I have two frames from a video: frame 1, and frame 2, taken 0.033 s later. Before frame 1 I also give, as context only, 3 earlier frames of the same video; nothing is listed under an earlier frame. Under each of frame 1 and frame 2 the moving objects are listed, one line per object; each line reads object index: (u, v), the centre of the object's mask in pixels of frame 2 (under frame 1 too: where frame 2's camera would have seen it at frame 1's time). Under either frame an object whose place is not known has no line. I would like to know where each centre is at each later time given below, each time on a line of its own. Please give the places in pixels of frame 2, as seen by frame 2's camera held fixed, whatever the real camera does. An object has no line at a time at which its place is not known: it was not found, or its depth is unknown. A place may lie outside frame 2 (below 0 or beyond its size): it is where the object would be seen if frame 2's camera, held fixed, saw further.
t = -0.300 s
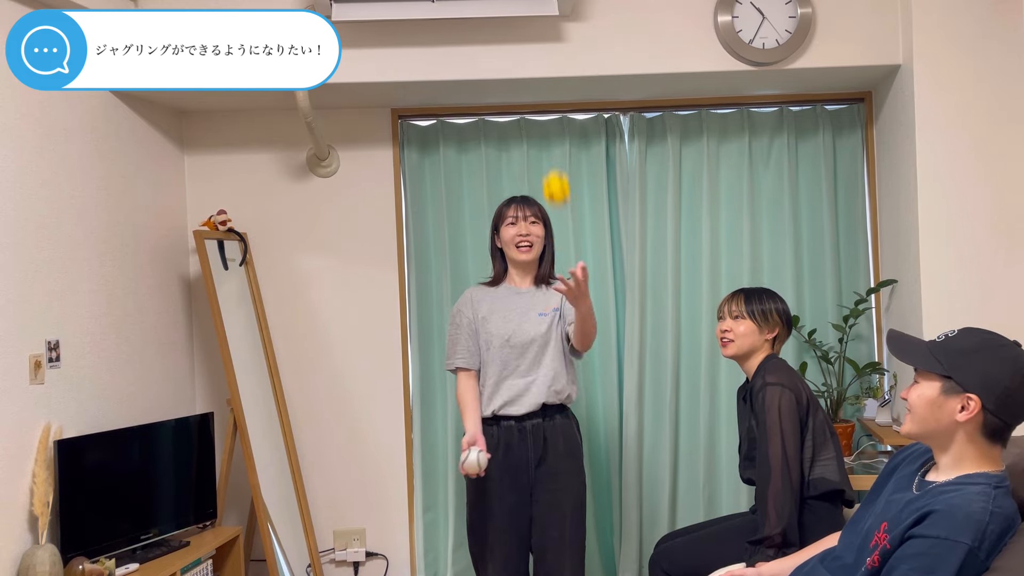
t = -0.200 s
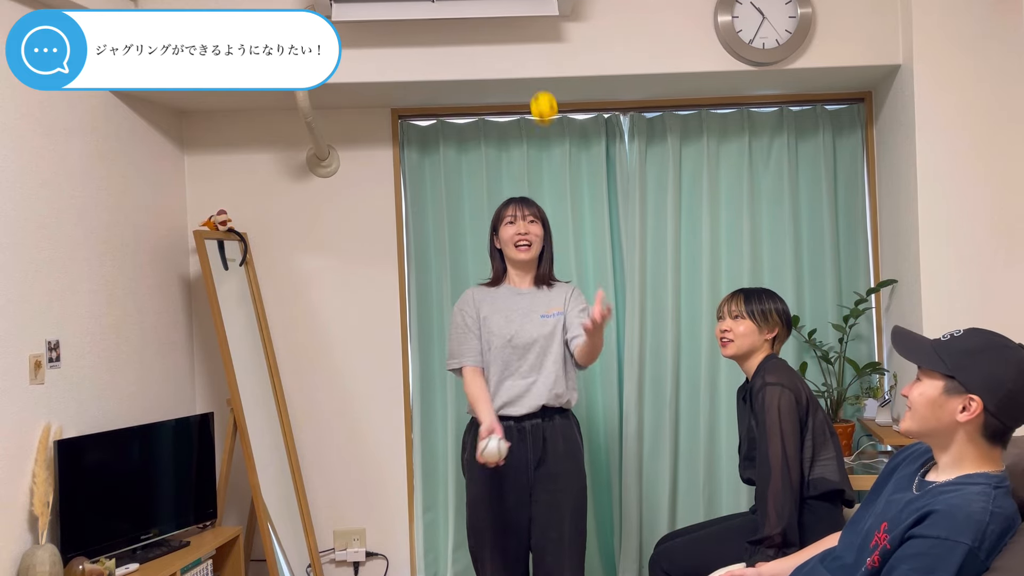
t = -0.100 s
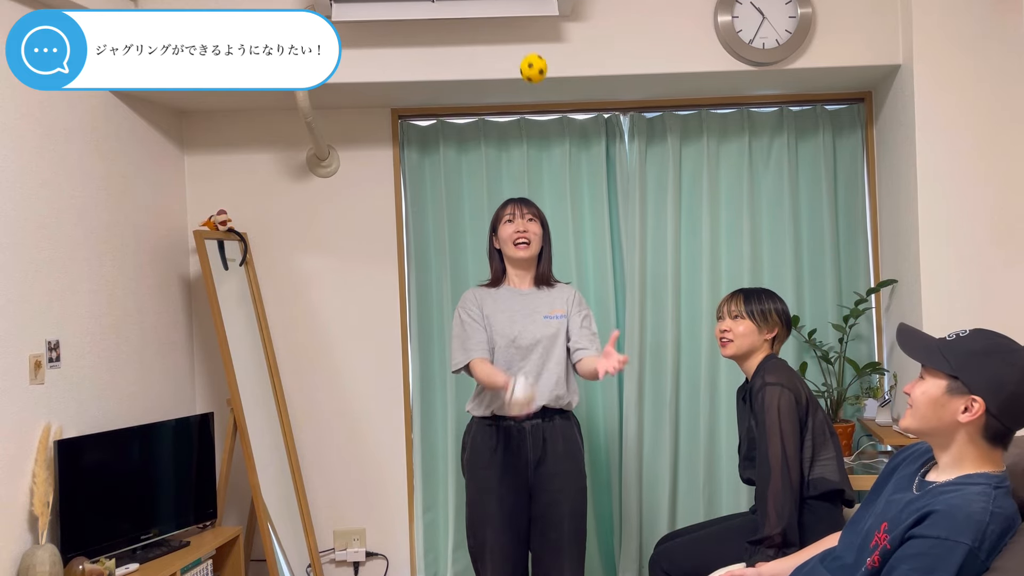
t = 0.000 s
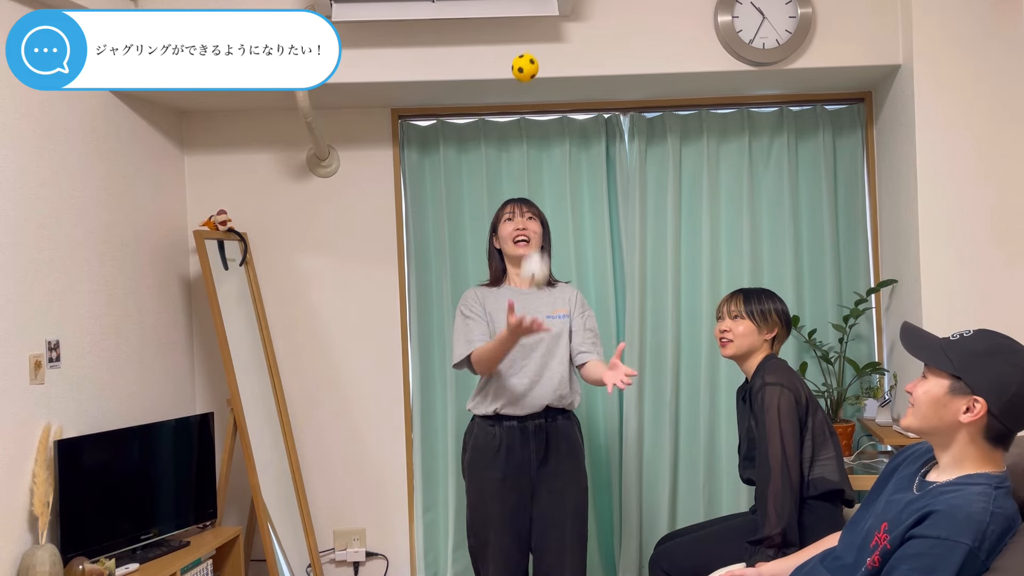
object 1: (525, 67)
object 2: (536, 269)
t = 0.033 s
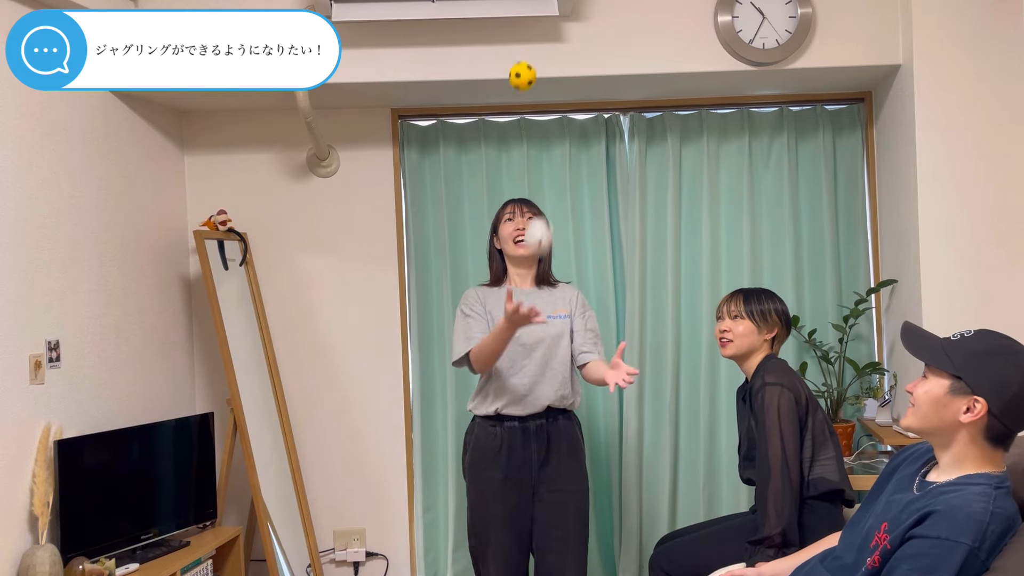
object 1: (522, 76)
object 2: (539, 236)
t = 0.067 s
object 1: (520, 88)
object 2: (543, 206)
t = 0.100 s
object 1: (518, 103)
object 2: (547, 181)
